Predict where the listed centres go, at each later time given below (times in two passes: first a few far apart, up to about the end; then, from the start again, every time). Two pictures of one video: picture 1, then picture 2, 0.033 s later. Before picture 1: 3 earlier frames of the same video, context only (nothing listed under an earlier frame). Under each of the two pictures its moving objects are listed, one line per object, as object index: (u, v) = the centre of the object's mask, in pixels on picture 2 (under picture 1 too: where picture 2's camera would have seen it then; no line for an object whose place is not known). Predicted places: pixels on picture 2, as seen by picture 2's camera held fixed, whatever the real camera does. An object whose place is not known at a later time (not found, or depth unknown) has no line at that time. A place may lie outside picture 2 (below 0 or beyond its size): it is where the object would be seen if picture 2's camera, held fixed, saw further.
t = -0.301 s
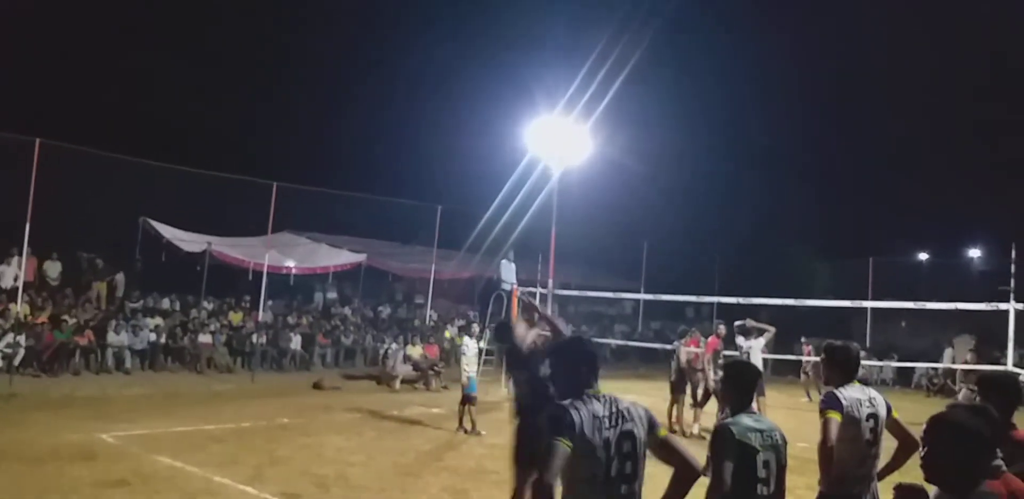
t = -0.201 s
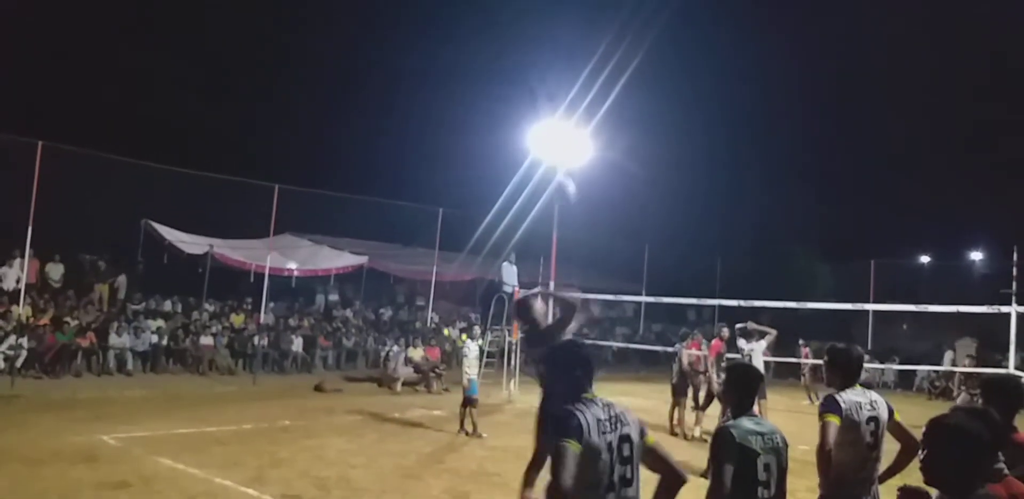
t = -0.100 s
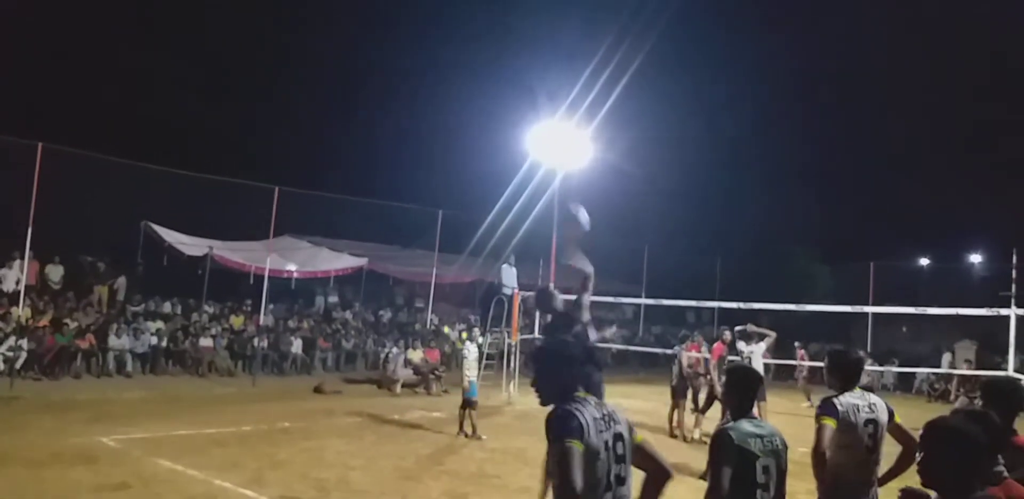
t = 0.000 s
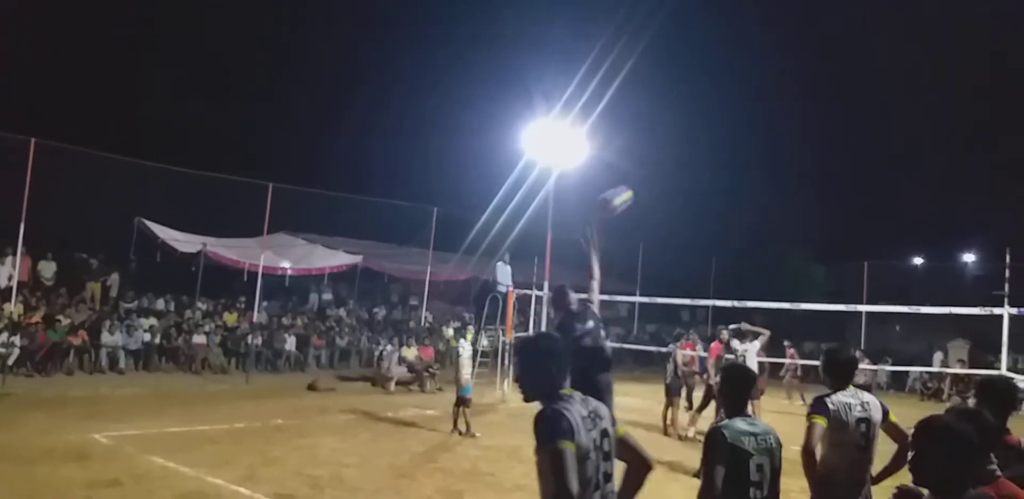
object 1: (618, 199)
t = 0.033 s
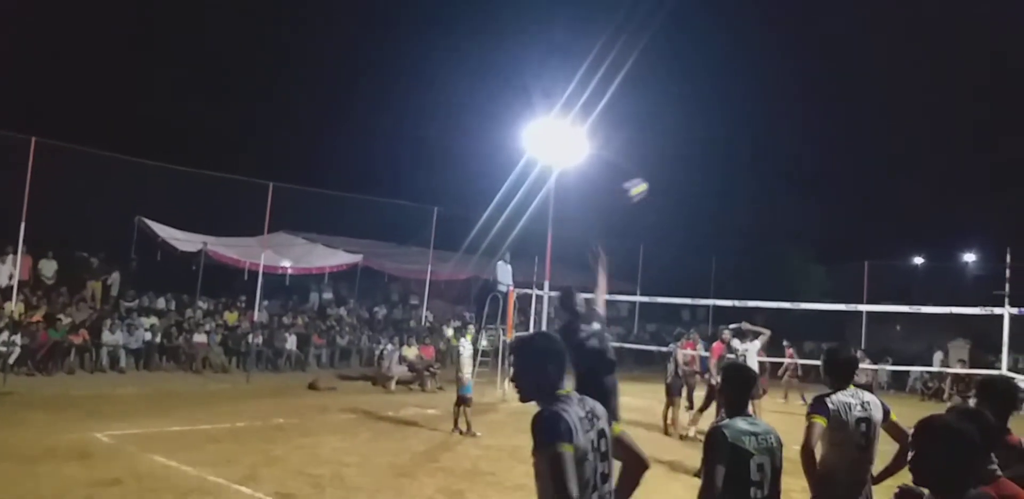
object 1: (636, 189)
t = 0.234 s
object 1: (696, 170)
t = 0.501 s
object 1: (739, 191)
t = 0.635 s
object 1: (749, 211)
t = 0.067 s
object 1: (649, 183)
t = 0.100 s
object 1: (662, 178)
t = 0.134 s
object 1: (671, 174)
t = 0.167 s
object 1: (680, 172)
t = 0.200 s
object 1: (688, 171)
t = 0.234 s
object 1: (696, 170)
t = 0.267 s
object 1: (704, 171)
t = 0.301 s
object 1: (710, 172)
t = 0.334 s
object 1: (716, 173)
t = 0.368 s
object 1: (722, 176)
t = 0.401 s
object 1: (727, 179)
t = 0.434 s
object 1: (731, 182)
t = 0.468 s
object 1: (735, 186)
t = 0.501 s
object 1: (739, 191)
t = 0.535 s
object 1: (742, 195)
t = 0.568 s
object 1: (744, 201)
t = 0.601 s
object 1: (746, 206)
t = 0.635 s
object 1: (749, 211)
